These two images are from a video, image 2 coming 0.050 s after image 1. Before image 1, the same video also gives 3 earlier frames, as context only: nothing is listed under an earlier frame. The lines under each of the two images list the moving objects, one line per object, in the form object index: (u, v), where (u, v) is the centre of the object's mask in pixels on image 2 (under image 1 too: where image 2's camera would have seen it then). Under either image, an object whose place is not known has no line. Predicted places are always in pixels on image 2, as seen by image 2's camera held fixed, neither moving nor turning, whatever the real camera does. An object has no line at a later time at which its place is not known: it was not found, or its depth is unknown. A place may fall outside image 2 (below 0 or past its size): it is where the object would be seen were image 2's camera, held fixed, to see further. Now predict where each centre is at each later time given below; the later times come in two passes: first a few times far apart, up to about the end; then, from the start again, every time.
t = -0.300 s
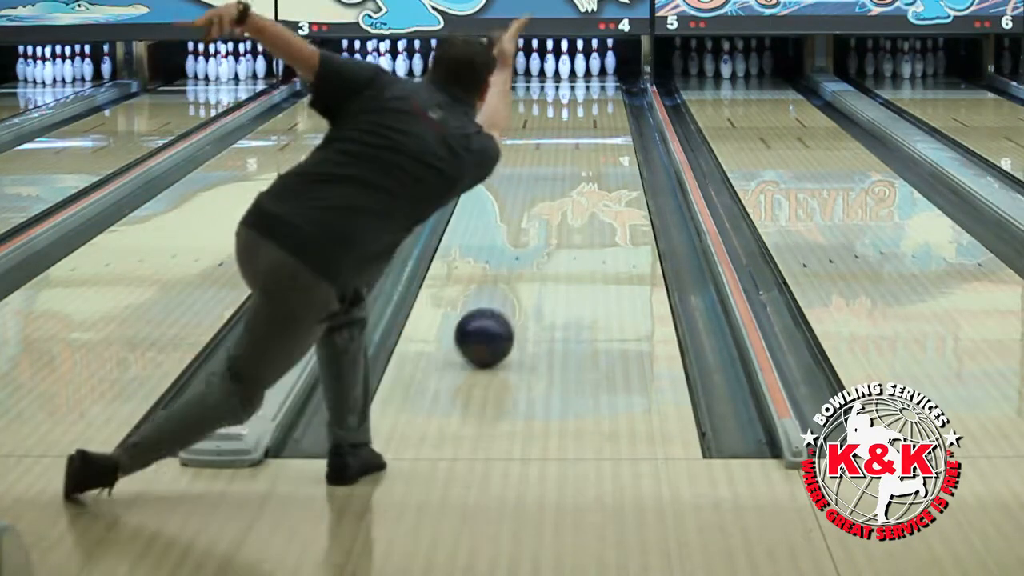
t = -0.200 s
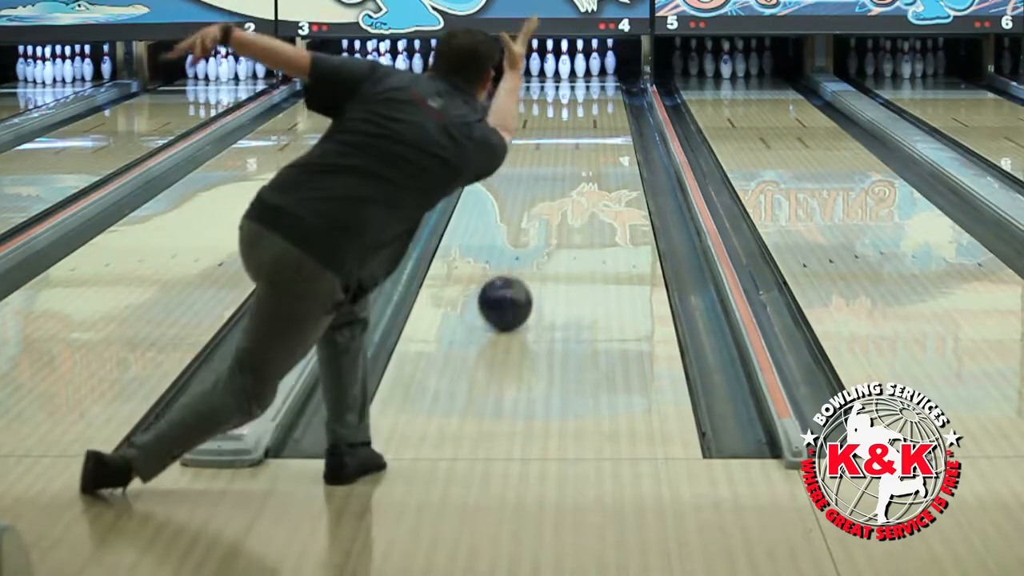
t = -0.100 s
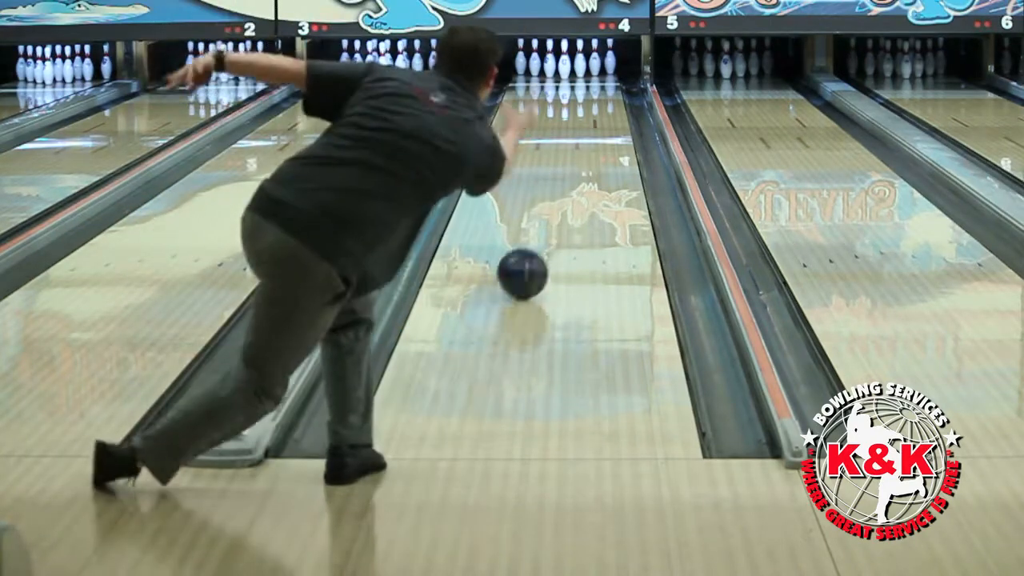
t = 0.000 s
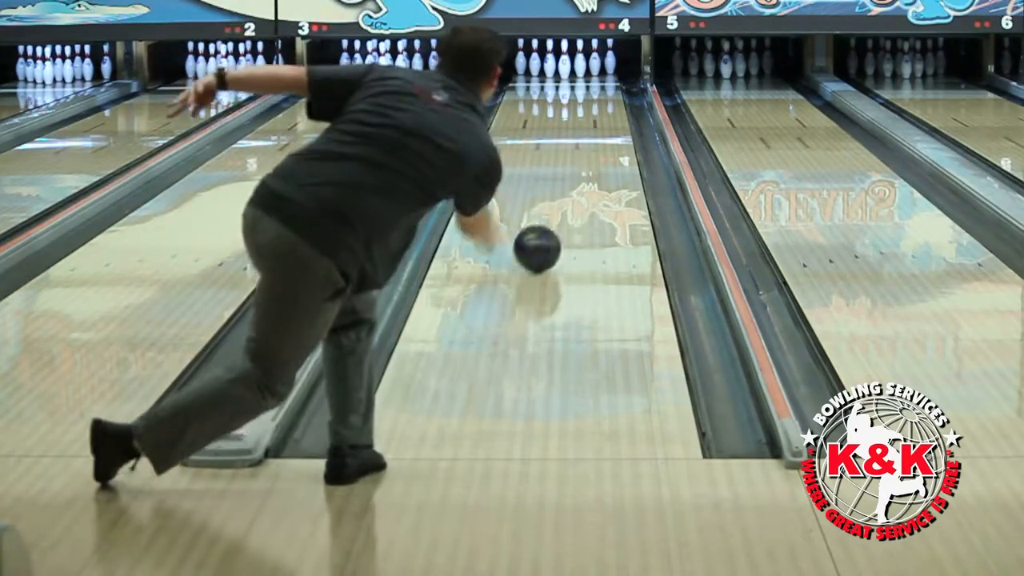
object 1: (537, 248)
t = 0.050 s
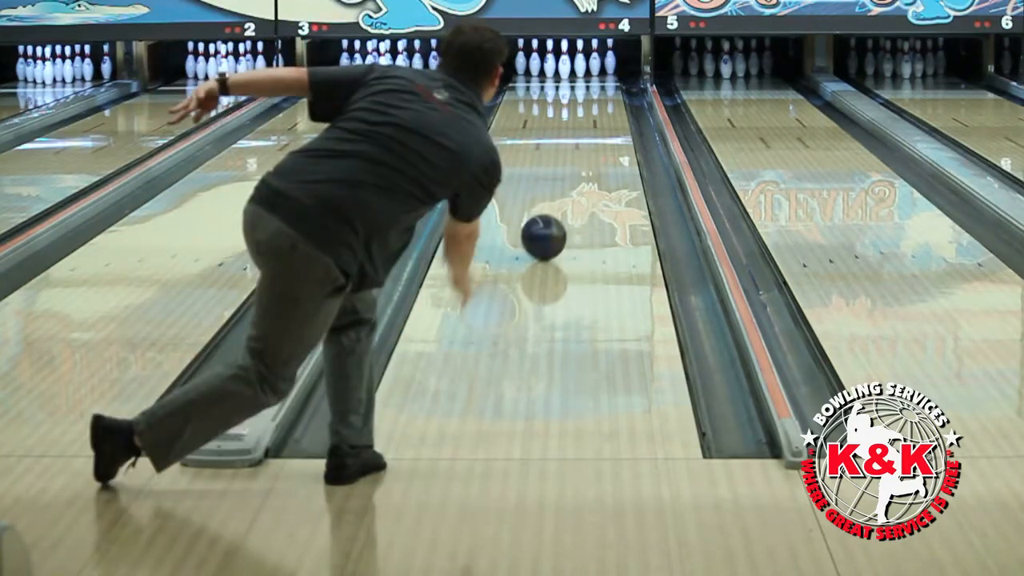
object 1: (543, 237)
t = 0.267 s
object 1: (566, 196)
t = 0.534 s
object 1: (586, 159)
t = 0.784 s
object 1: (598, 131)
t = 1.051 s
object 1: (604, 110)
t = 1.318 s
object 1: (601, 92)
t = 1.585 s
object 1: (588, 78)
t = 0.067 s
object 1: (545, 233)
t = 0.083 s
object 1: (547, 230)
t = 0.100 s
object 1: (549, 227)
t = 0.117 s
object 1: (551, 224)
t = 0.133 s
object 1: (553, 220)
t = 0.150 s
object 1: (555, 218)
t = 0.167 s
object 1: (557, 214)
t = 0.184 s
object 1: (558, 211)
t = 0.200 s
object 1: (560, 208)
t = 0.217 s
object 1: (561, 205)
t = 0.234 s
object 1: (563, 202)
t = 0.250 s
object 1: (565, 199)
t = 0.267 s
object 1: (566, 196)
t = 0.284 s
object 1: (568, 194)
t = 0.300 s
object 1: (569, 191)
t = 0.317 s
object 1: (570, 188)
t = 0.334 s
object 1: (572, 186)
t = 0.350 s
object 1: (573, 183)
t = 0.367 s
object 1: (574, 181)
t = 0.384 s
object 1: (576, 178)
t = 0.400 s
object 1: (577, 176)
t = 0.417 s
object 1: (578, 173)
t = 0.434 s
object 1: (579, 171)
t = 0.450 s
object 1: (580, 169)
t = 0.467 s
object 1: (581, 167)
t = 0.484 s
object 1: (583, 165)
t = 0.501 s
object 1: (584, 163)
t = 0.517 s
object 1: (585, 161)
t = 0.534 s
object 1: (586, 159)
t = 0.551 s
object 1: (587, 157)
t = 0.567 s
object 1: (588, 155)
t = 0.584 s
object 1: (588, 153)
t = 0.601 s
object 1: (589, 151)
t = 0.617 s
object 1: (590, 149)
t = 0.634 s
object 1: (591, 147)
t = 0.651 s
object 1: (592, 145)
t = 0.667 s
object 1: (593, 143)
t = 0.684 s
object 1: (593, 141)
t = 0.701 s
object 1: (594, 140)
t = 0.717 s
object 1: (595, 138)
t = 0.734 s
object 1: (596, 136)
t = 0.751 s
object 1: (596, 134)
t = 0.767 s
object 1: (597, 133)
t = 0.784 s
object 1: (598, 131)
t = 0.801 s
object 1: (598, 130)
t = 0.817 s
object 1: (599, 128)
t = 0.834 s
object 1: (599, 126)
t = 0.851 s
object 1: (600, 125)
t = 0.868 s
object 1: (601, 123)
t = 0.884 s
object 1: (601, 122)
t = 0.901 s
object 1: (602, 121)
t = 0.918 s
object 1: (602, 120)
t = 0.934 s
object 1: (602, 118)
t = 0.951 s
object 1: (603, 116)
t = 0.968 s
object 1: (603, 115)
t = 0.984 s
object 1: (603, 114)
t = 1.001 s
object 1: (603, 113)
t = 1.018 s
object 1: (604, 112)
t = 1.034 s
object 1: (604, 111)
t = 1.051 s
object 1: (604, 110)
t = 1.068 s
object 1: (604, 108)
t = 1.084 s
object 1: (604, 107)
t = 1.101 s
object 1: (604, 106)
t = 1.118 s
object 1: (604, 105)
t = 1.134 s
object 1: (604, 104)
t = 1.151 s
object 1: (604, 103)
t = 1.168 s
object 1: (604, 102)
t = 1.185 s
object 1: (603, 101)
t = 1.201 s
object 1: (603, 100)
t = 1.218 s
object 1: (603, 98)
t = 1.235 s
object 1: (603, 97)
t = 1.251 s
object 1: (603, 96)
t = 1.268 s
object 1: (602, 95)
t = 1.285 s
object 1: (602, 94)
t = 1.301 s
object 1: (601, 93)
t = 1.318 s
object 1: (601, 92)
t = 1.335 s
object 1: (601, 91)
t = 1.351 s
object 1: (600, 90)
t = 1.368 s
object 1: (600, 89)
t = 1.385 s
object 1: (599, 88)
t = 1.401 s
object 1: (598, 87)
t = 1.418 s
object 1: (597, 86)
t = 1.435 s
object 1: (597, 85)
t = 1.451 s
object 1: (596, 84)
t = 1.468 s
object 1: (595, 83)
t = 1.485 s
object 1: (594, 83)
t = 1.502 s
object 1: (593, 82)
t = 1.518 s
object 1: (592, 81)
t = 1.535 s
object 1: (591, 80)
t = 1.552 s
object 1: (590, 79)
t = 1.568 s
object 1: (589, 78)
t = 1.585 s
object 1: (588, 78)
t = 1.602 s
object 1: (587, 77)
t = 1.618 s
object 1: (586, 76)
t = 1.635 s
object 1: (585, 75)
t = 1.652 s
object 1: (584, 74)
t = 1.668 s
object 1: (583, 74)
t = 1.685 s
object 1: (582, 73)
